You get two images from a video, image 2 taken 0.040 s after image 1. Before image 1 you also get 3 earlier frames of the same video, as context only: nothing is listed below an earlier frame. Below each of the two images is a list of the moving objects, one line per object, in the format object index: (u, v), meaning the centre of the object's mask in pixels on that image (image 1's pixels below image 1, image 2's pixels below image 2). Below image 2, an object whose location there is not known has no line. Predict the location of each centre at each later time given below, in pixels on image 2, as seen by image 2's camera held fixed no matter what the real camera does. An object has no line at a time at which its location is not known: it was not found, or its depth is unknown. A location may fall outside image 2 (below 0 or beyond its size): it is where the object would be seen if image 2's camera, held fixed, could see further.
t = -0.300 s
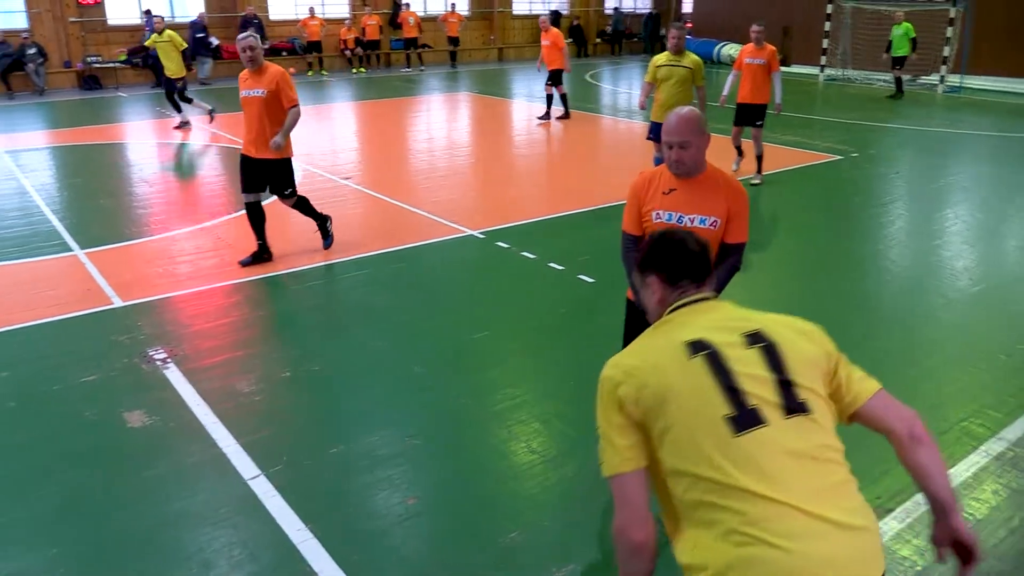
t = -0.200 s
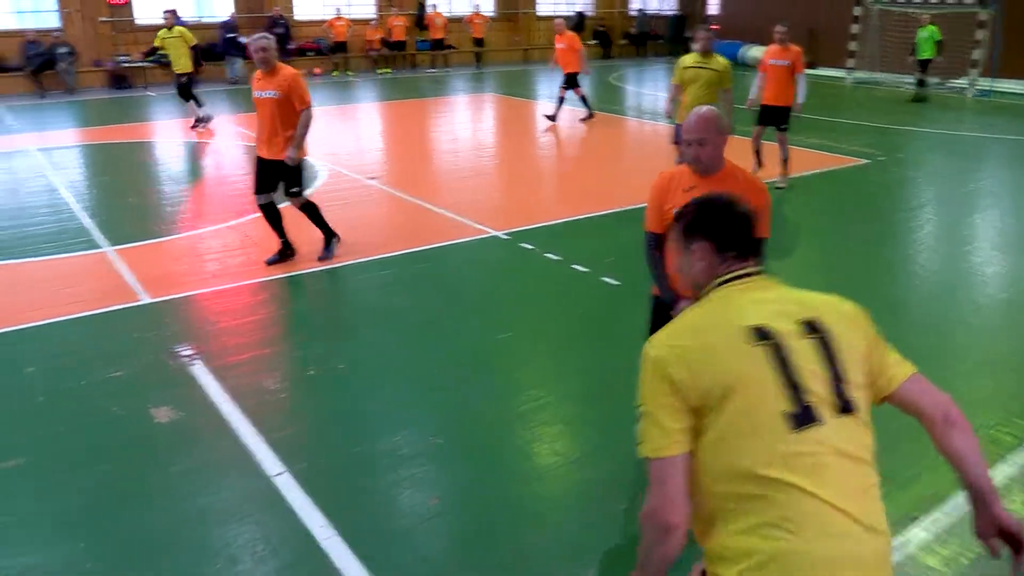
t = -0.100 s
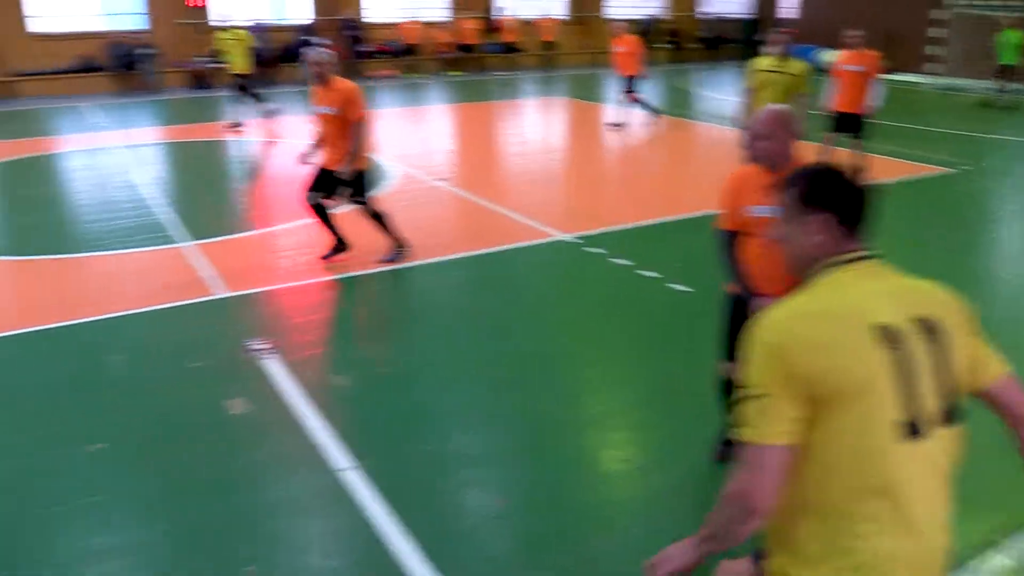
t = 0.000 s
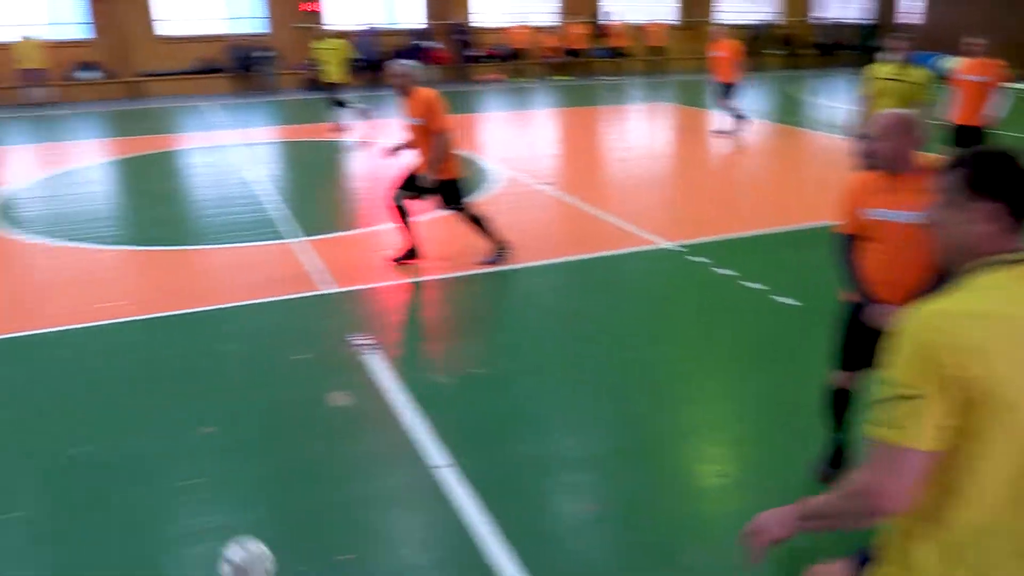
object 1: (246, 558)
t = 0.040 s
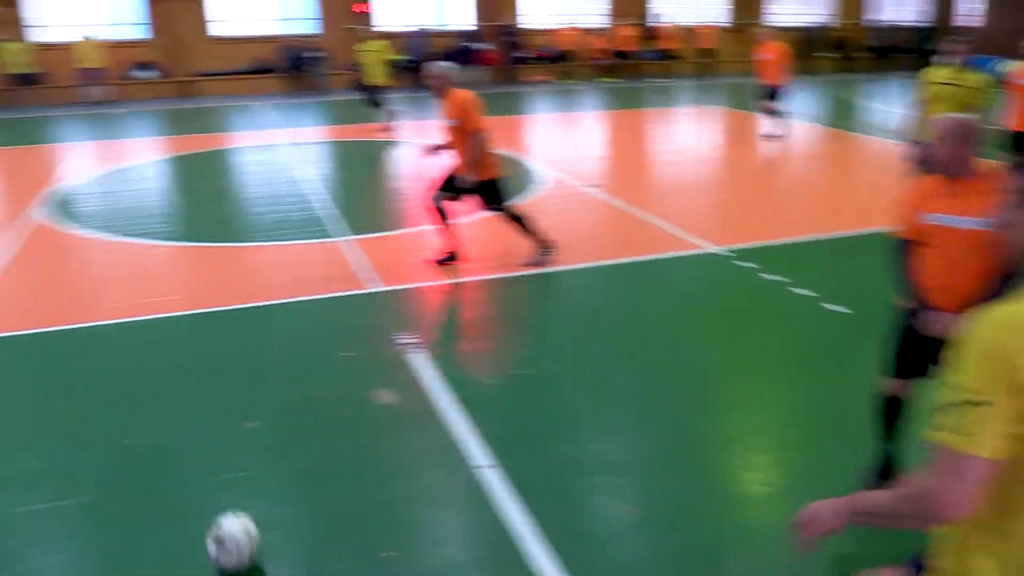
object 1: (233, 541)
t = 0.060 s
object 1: (206, 534)
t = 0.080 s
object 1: (180, 527)
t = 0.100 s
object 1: (156, 519)
